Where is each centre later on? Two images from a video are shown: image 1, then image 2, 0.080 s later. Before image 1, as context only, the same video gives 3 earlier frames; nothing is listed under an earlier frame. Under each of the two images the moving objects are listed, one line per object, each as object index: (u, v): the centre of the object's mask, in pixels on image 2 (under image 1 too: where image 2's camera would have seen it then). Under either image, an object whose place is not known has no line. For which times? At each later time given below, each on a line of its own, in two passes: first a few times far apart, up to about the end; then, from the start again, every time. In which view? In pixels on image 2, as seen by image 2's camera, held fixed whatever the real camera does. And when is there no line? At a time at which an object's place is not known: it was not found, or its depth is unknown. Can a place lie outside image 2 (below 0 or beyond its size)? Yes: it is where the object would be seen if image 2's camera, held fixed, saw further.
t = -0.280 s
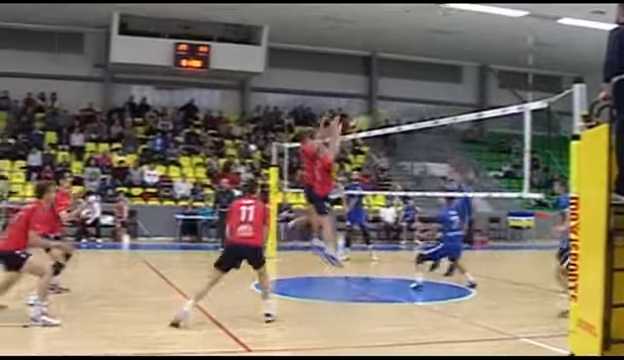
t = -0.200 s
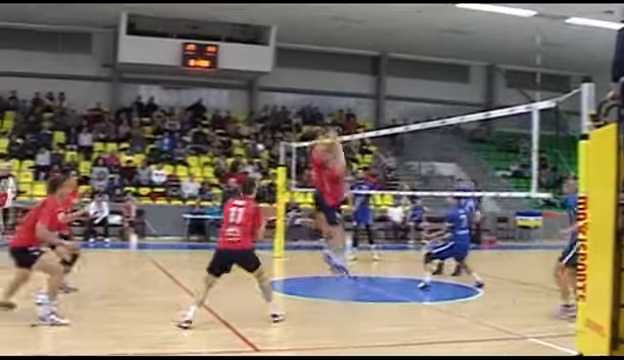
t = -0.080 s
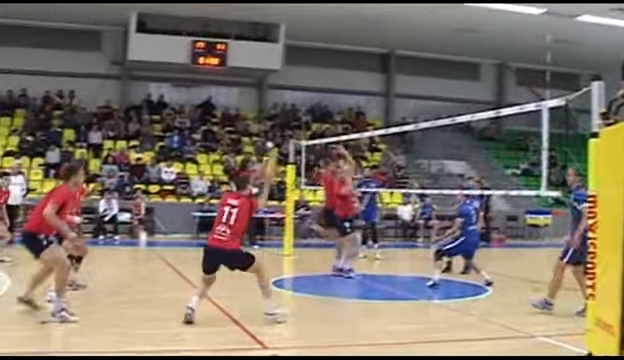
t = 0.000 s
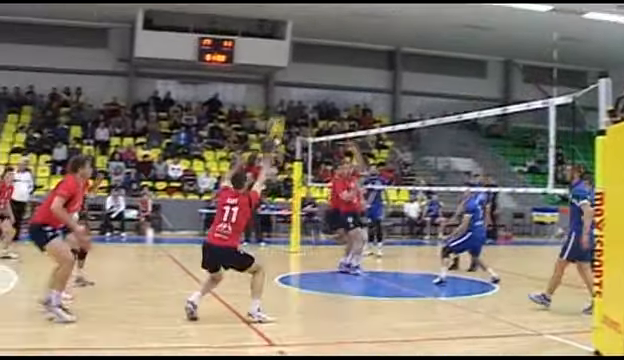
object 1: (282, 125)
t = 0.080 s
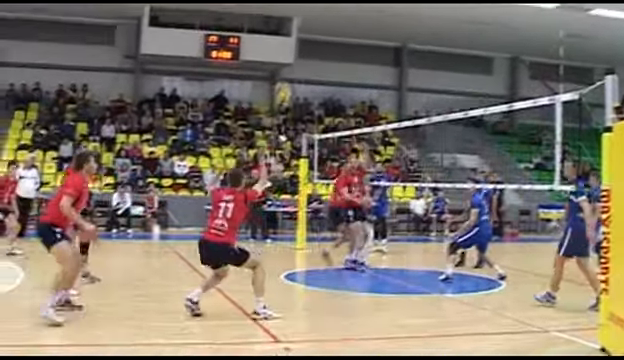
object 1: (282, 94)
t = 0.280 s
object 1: (281, 46)
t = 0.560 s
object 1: (276, 33)
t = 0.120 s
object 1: (283, 84)
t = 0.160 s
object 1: (282, 72)
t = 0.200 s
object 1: (280, 63)
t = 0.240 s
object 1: (280, 53)
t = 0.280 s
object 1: (281, 46)
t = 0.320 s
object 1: (280, 41)
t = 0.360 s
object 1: (280, 37)
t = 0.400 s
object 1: (279, 34)
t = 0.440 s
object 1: (279, 32)
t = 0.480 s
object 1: (278, 31)
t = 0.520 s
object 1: (277, 31)
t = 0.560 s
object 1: (276, 33)
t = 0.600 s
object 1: (276, 36)
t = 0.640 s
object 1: (276, 41)
